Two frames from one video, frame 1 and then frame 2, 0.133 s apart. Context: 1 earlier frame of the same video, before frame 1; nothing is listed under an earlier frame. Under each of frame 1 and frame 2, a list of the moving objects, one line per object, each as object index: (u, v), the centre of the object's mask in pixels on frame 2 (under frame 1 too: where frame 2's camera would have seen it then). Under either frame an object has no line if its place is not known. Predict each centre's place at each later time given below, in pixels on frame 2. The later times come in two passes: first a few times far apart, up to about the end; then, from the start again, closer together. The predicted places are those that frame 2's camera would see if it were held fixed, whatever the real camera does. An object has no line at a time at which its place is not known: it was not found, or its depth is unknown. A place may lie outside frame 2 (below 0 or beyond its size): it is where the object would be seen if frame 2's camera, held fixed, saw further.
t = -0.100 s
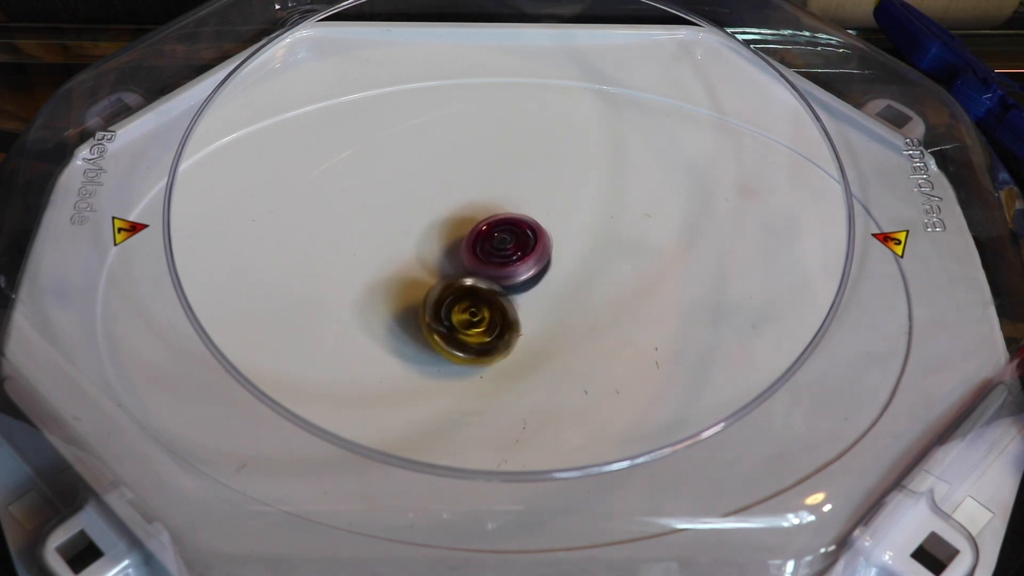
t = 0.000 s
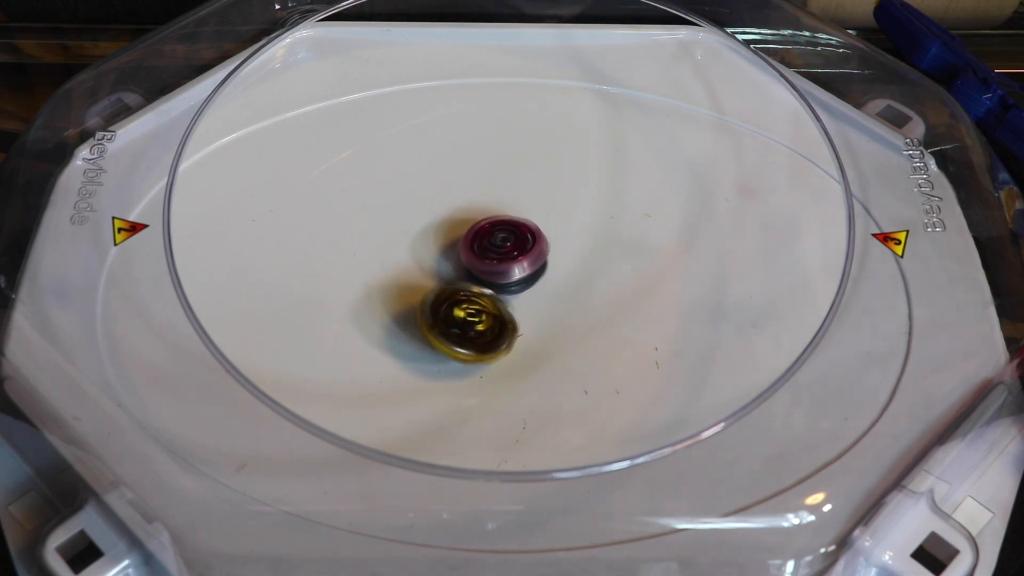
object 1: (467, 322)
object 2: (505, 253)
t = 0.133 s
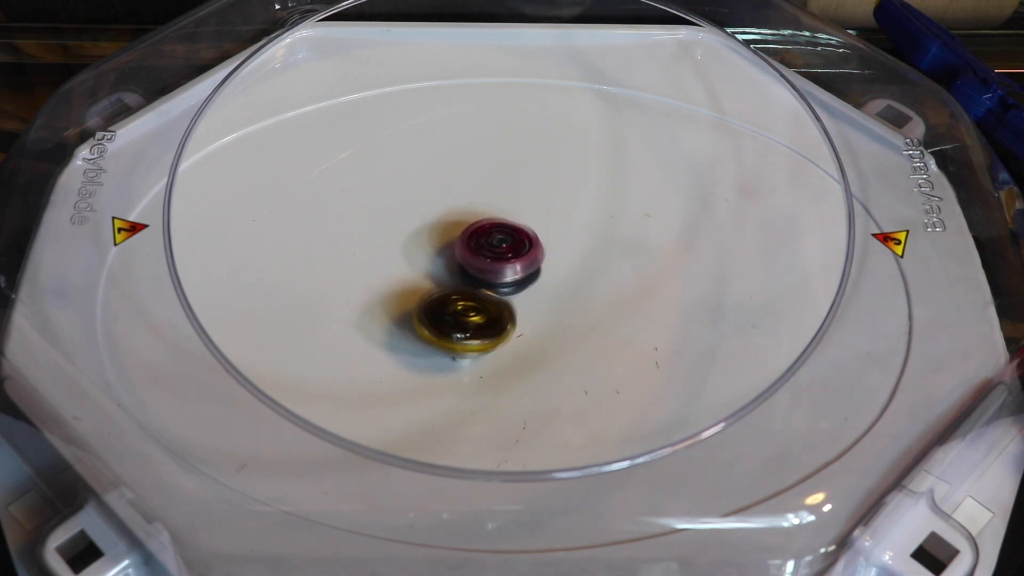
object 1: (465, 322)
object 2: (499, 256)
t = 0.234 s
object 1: (463, 320)
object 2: (501, 254)
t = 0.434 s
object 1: (455, 322)
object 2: (509, 248)
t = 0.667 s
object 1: (454, 318)
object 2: (515, 263)
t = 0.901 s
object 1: (417, 356)
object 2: (536, 254)
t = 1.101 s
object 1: (417, 355)
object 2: (530, 264)
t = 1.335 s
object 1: (445, 313)
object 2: (517, 266)
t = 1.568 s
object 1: (437, 299)
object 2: (542, 244)
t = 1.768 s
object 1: (444, 291)
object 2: (547, 259)
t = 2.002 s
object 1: (439, 293)
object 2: (530, 271)
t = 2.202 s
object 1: (451, 297)
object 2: (543, 266)
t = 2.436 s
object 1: (448, 290)
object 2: (551, 280)
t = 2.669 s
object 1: (419, 290)
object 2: (555, 288)
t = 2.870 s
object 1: (407, 298)
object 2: (552, 286)
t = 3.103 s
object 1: (441, 301)
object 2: (545, 285)
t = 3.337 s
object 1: (463, 282)
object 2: (572, 282)
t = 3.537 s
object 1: (461, 278)
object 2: (569, 287)
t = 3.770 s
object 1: (459, 286)
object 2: (566, 284)
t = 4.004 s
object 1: (474, 290)
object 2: (565, 284)
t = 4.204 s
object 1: (471, 289)
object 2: (566, 279)
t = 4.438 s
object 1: (469, 289)
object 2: (576, 290)
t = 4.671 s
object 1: (474, 293)
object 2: (572, 296)
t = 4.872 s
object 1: (477, 305)
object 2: (578, 288)
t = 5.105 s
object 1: (472, 305)
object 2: (579, 294)
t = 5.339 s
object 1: (477, 309)
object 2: (580, 293)
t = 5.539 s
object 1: (479, 310)
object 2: (580, 293)
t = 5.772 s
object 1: (478, 318)
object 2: (580, 293)
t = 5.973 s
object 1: (480, 307)
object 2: (580, 293)
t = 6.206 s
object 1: (481, 309)
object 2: (580, 293)
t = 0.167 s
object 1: (463, 321)
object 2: (500, 255)
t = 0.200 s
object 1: (463, 321)
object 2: (501, 254)
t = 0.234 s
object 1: (463, 320)
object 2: (501, 254)
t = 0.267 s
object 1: (460, 322)
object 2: (505, 253)
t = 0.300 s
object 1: (458, 323)
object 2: (507, 251)
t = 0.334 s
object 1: (458, 322)
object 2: (506, 249)
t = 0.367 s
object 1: (459, 322)
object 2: (507, 249)
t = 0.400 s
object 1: (458, 322)
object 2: (509, 249)
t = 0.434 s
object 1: (455, 322)
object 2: (509, 248)
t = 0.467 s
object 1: (456, 321)
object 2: (508, 249)
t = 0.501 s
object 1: (456, 321)
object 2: (509, 250)
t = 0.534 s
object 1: (455, 320)
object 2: (509, 251)
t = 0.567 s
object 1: (453, 320)
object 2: (509, 254)
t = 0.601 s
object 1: (453, 319)
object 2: (512, 257)
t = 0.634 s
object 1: (453, 319)
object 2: (513, 260)
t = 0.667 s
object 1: (454, 318)
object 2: (515, 263)
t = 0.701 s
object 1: (449, 326)
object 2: (516, 261)
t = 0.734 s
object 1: (441, 333)
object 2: (524, 254)
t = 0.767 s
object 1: (434, 340)
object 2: (532, 250)
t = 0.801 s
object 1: (428, 345)
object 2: (537, 249)
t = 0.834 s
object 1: (421, 349)
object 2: (539, 252)
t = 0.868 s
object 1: (419, 353)
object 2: (539, 253)
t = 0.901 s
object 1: (417, 356)
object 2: (536, 254)
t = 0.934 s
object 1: (418, 356)
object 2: (533, 256)
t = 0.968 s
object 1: (418, 357)
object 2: (533, 257)
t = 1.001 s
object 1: (418, 357)
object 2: (532, 258)
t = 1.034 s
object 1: (417, 356)
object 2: (532, 260)
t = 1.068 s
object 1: (416, 355)
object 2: (532, 262)
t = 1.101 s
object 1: (417, 355)
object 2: (530, 264)
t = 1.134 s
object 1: (418, 352)
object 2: (528, 266)
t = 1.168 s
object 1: (422, 349)
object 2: (526, 268)
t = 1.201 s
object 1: (427, 343)
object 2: (524, 269)
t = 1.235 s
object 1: (431, 337)
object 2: (521, 271)
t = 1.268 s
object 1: (438, 329)
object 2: (517, 271)
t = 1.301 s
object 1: (440, 320)
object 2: (515, 270)
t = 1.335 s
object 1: (445, 313)
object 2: (517, 266)
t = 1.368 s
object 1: (442, 309)
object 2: (523, 259)
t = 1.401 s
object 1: (441, 306)
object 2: (529, 253)
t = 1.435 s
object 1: (442, 303)
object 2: (533, 251)
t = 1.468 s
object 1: (439, 302)
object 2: (535, 249)
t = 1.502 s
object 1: (439, 299)
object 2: (537, 247)
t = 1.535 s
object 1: (437, 298)
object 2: (539, 245)
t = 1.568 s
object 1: (437, 299)
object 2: (542, 244)
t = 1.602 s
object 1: (438, 297)
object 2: (546, 243)
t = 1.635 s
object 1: (438, 296)
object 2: (547, 246)
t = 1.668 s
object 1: (439, 296)
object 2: (547, 250)
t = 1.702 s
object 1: (441, 296)
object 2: (548, 253)
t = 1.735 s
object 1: (444, 293)
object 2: (548, 255)
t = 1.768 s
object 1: (444, 291)
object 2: (547, 259)
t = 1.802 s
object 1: (443, 289)
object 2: (545, 263)
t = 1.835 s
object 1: (441, 288)
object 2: (542, 266)
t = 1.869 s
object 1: (440, 288)
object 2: (537, 269)
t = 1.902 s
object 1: (440, 287)
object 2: (532, 271)
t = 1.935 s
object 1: (437, 289)
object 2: (533, 271)
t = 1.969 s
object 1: (437, 291)
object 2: (533, 271)
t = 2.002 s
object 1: (439, 293)
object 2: (530, 271)
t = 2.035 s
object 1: (440, 293)
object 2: (529, 272)
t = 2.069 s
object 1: (438, 295)
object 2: (532, 269)
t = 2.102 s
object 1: (436, 299)
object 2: (537, 269)
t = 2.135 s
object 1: (440, 301)
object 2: (539, 267)
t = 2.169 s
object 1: (447, 301)
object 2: (540, 266)
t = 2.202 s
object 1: (451, 297)
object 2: (543, 266)
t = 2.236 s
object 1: (453, 293)
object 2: (547, 264)
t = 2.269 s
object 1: (450, 292)
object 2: (550, 266)
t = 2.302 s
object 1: (447, 291)
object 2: (551, 269)
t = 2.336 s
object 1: (447, 291)
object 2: (552, 271)
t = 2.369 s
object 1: (448, 292)
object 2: (552, 273)
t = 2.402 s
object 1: (448, 291)
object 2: (552, 277)
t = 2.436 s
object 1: (448, 290)
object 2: (551, 280)
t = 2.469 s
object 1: (448, 290)
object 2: (549, 283)
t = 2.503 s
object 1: (448, 290)
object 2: (545, 287)
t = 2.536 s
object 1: (445, 291)
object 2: (542, 288)
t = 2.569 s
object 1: (441, 290)
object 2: (540, 287)
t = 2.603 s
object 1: (434, 292)
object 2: (548, 287)
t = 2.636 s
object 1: (427, 291)
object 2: (552, 286)
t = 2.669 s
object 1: (419, 290)
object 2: (555, 288)
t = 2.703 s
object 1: (413, 291)
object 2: (554, 289)
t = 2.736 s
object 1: (409, 292)
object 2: (554, 287)
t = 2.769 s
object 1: (406, 293)
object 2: (556, 286)
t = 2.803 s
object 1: (404, 295)
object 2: (555, 286)
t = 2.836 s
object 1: (407, 296)
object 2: (553, 286)
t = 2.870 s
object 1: (407, 298)
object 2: (552, 286)
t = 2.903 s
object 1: (409, 299)
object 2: (552, 288)
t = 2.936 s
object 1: (411, 300)
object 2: (552, 288)
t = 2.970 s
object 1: (414, 301)
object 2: (552, 287)
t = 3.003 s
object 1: (420, 303)
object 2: (549, 288)
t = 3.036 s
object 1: (425, 303)
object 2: (548, 287)
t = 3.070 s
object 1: (434, 302)
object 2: (548, 286)
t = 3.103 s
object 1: (441, 301)
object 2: (545, 285)
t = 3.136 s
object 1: (450, 297)
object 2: (545, 284)
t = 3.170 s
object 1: (457, 295)
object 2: (552, 284)
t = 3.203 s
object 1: (461, 292)
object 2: (559, 282)
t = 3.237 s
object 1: (460, 290)
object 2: (564, 281)
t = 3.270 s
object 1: (464, 287)
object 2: (568, 281)
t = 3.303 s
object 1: (463, 285)
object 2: (570, 282)
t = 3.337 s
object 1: (463, 282)
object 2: (572, 282)
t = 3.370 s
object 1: (462, 281)
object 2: (572, 282)
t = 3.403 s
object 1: (462, 279)
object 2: (573, 284)
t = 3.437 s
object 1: (462, 278)
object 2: (573, 284)
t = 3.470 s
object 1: (462, 278)
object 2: (571, 285)
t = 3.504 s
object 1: (461, 279)
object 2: (570, 286)
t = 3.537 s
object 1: (461, 278)
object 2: (569, 287)
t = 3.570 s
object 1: (461, 279)
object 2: (566, 287)
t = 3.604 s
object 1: (464, 279)
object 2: (565, 288)
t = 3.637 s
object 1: (465, 278)
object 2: (562, 287)
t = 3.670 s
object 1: (465, 279)
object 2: (561, 287)
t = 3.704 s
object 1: (464, 280)
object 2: (559, 286)
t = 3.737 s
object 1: (463, 282)
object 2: (560, 286)
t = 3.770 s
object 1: (459, 286)
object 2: (566, 284)
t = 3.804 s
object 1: (458, 288)
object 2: (569, 283)
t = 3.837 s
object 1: (459, 290)
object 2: (569, 283)
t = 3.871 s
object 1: (464, 291)
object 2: (571, 283)
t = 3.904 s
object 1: (470, 289)
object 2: (570, 283)
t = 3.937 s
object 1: (472, 288)
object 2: (569, 283)
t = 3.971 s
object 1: (472, 288)
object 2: (568, 284)
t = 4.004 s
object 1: (474, 290)
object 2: (565, 284)
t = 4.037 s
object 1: (477, 289)
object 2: (564, 283)
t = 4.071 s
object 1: (474, 289)
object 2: (563, 282)
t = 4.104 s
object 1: (471, 288)
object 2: (562, 282)
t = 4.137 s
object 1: (473, 287)
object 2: (562, 280)
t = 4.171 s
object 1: (473, 287)
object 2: (564, 279)
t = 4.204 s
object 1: (471, 289)
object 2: (566, 279)
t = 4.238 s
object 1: (469, 288)
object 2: (569, 280)
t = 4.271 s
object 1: (467, 285)
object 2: (570, 281)
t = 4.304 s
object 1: (466, 285)
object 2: (572, 281)
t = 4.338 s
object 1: (468, 287)
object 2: (573, 282)
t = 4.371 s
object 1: (469, 288)
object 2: (575, 284)
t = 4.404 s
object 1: (468, 288)
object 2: (575, 287)
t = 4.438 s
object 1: (469, 289)
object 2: (576, 290)
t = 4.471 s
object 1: (470, 292)
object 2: (575, 293)
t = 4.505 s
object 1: (472, 293)
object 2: (573, 294)
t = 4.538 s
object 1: (473, 292)
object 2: (572, 295)
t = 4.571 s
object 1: (475, 292)
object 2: (571, 296)
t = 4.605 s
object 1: (475, 292)
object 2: (572, 296)
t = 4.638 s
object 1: (474, 292)
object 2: (572, 296)
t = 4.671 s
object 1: (474, 293)
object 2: (572, 296)
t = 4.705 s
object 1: (476, 293)
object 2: (572, 296)
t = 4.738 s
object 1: (474, 295)
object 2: (572, 296)
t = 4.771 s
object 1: (472, 298)
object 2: (577, 293)
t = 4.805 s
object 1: (471, 302)
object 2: (578, 291)
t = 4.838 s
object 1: (473, 304)
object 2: (578, 289)
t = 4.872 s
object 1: (477, 305)
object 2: (578, 288)
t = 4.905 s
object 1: (478, 305)
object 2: (578, 288)
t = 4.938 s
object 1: (479, 306)
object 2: (578, 288)
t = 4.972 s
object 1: (480, 305)
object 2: (578, 289)
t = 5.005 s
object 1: (482, 306)
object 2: (579, 290)
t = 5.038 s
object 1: (479, 307)
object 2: (581, 292)
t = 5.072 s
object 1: (476, 307)
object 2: (580, 293)
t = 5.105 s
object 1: (472, 305)
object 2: (579, 294)
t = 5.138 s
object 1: (468, 305)
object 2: (579, 294)
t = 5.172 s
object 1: (468, 305)
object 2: (580, 293)
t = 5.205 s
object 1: (469, 307)
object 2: (581, 293)
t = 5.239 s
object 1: (472, 308)
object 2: (580, 293)
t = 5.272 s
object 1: (474, 308)
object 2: (580, 293)
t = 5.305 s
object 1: (476, 310)
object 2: (580, 293)
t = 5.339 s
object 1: (477, 309)
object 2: (580, 293)
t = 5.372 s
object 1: (478, 309)
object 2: (580, 293)
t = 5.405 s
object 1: (479, 309)
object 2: (580, 293)
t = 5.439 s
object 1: (479, 309)
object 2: (580, 293)
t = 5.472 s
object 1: (479, 309)
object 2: (580, 293)
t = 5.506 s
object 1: (479, 309)
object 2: (580, 293)
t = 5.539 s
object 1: (479, 310)
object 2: (580, 293)
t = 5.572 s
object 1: (479, 313)
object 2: (580, 293)
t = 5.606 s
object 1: (479, 315)
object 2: (580, 293)
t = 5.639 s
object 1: (478, 317)
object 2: (580, 293)
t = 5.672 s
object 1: (478, 318)
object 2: (580, 293)
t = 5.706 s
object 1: (477, 319)
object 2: (580, 293)
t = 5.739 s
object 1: (477, 319)
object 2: (580, 293)
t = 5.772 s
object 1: (478, 318)
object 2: (580, 293)
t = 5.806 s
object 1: (478, 316)
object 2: (580, 293)
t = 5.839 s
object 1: (479, 315)
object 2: (580, 293)
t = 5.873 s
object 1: (479, 313)
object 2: (580, 293)
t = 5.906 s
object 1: (480, 311)
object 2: (580, 293)
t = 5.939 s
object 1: (480, 309)
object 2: (580, 293)
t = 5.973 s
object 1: (480, 307)
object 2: (580, 293)
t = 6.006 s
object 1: (480, 306)
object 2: (580, 293)
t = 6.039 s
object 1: (480, 307)
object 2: (580, 293)
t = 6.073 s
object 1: (481, 309)
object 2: (580, 293)
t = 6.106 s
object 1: (481, 310)
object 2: (580, 293)
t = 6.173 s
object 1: (481, 310)
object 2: (580, 293)
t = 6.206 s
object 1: (481, 309)
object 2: (580, 293)
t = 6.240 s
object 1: (481, 309)
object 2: (580, 293)
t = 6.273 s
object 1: (481, 309)
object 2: (580, 293)
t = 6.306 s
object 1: (481, 309)
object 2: (580, 293)
